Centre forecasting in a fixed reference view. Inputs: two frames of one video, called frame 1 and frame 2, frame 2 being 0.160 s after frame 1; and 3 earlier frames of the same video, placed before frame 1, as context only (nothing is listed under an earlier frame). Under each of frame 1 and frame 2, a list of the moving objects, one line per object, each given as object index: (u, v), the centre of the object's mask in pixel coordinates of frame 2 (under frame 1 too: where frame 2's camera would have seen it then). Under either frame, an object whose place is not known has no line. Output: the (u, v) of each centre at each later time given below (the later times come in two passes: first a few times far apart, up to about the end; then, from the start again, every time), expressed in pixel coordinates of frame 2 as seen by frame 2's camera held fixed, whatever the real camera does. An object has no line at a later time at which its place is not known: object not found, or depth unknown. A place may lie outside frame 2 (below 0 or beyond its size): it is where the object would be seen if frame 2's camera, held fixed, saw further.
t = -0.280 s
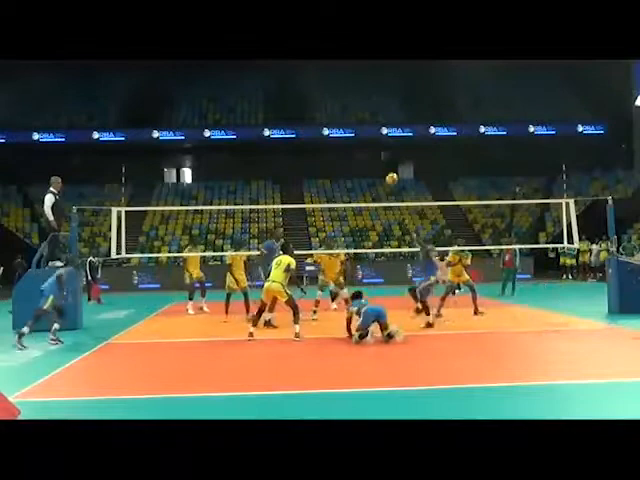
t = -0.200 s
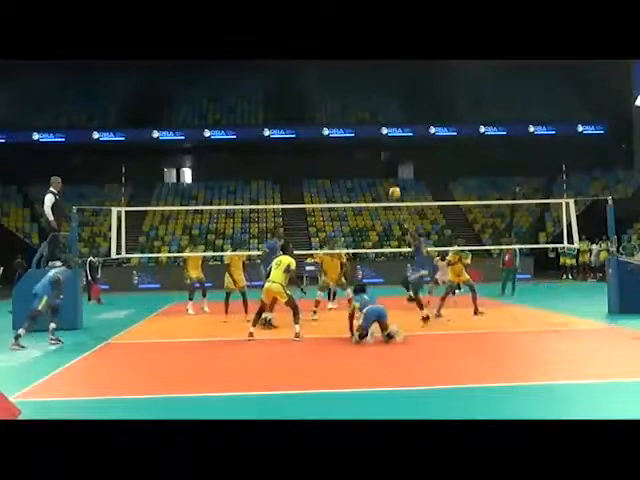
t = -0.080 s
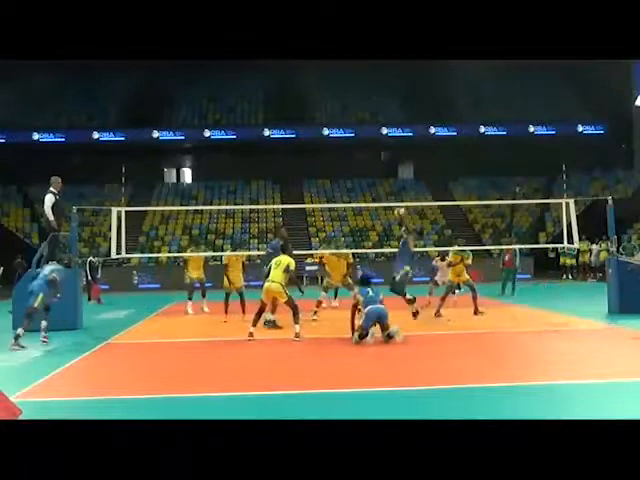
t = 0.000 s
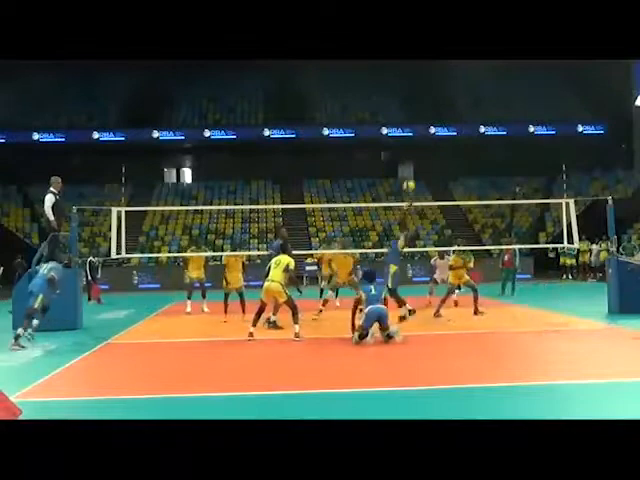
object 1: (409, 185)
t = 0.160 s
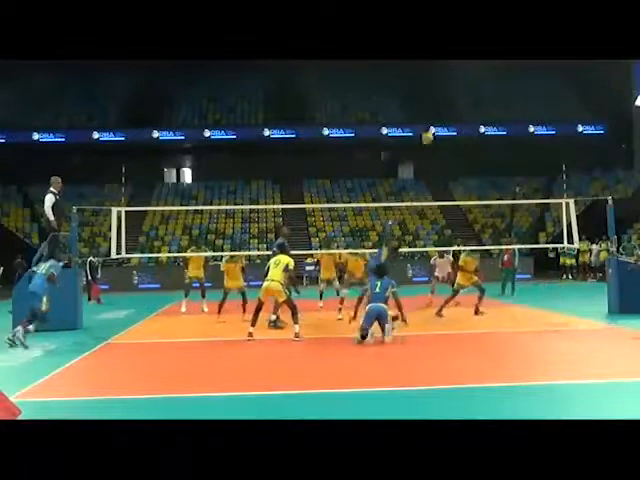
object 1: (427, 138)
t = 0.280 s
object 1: (441, 112)
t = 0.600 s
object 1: (478, 81)
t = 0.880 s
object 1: (509, 97)
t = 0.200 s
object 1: (431, 128)
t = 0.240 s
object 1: (437, 119)
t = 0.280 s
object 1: (441, 112)
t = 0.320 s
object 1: (446, 105)
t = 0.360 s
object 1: (451, 99)
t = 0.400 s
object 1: (455, 94)
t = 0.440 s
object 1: (460, 89)
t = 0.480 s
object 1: (464, 86)
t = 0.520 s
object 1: (469, 84)
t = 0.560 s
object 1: (473, 82)
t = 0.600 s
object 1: (478, 81)
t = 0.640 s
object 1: (483, 81)
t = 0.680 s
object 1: (487, 82)
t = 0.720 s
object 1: (492, 84)
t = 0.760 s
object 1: (496, 86)
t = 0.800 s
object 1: (501, 88)
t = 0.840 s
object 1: (505, 92)
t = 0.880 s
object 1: (509, 97)
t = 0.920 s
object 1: (514, 102)
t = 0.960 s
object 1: (519, 109)
